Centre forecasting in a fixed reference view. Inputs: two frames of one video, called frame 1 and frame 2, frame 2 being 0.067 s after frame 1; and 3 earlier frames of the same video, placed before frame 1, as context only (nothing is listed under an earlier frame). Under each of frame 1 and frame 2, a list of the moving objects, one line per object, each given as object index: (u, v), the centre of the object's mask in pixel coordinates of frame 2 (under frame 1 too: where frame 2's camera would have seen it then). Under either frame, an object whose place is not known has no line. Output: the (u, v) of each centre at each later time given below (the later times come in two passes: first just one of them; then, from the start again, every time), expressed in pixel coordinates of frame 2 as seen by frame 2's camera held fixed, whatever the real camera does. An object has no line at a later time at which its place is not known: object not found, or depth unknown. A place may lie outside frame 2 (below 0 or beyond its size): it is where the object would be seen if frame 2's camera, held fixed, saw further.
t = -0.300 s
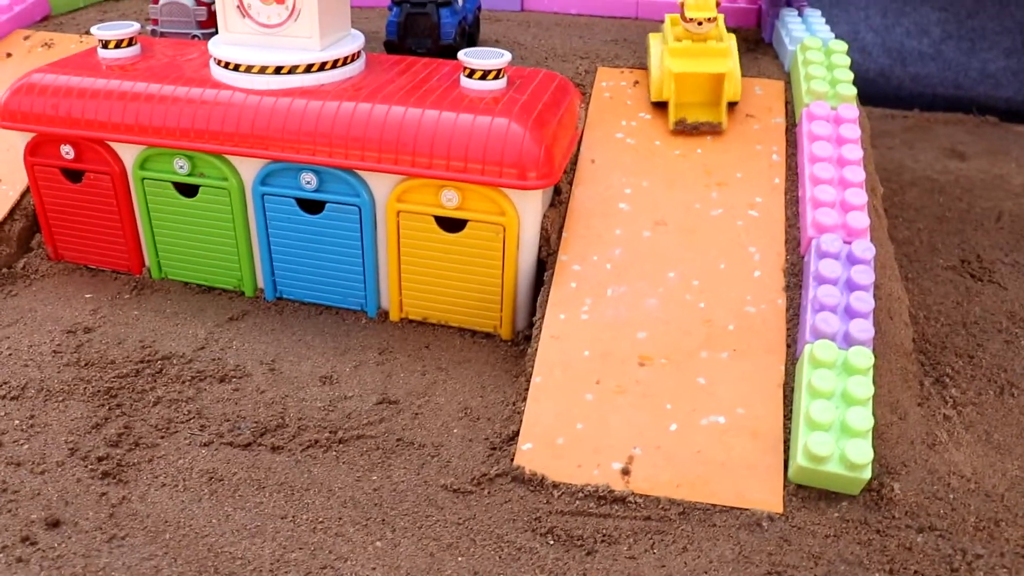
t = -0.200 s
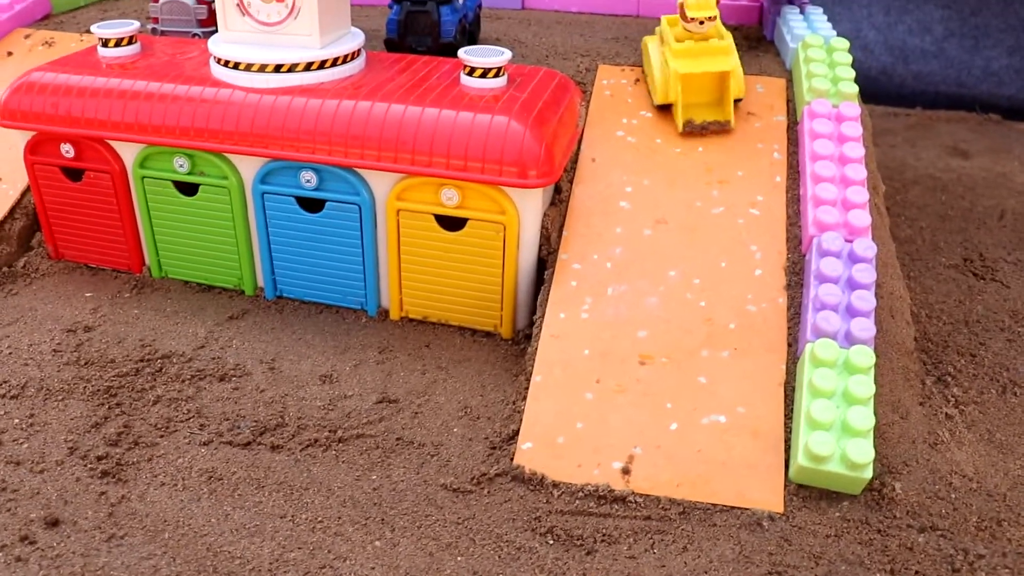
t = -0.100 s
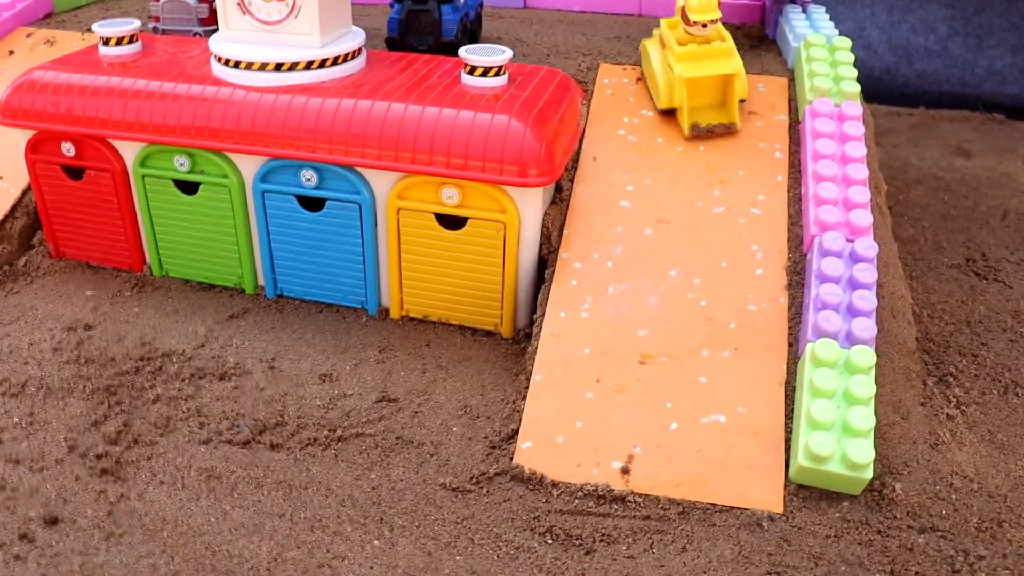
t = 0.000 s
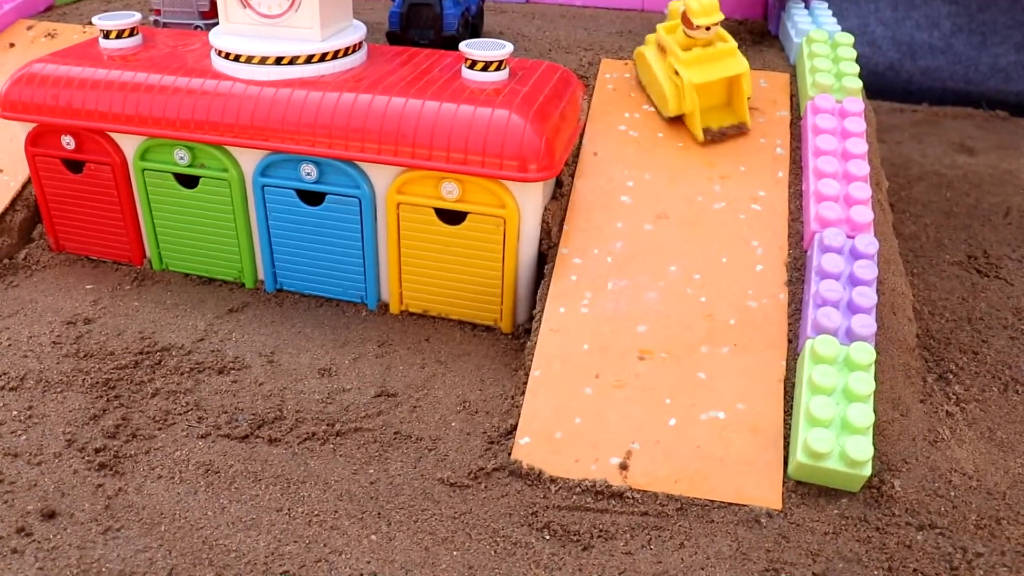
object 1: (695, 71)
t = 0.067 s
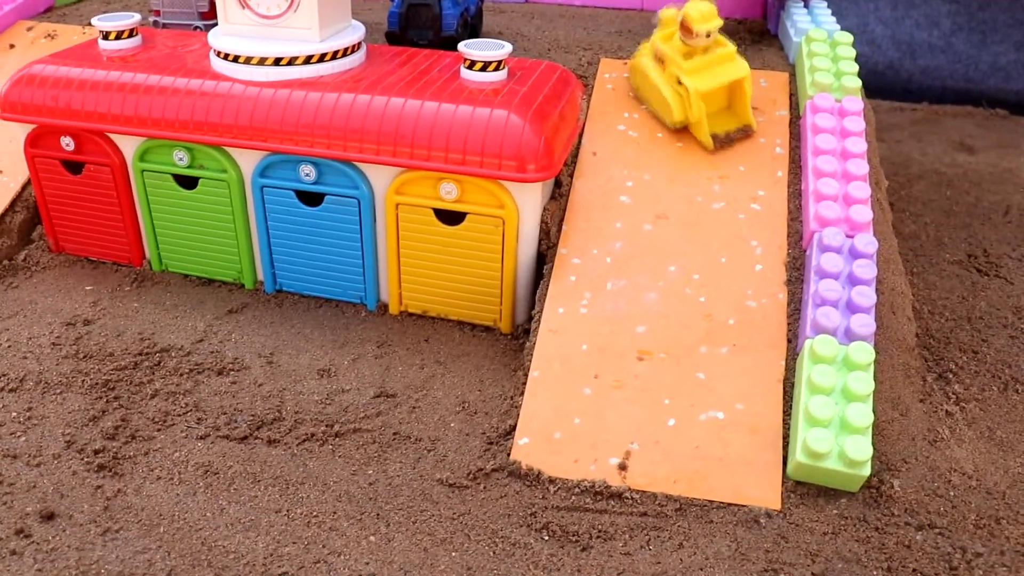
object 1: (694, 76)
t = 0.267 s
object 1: (690, 106)
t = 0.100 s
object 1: (694, 79)
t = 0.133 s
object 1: (694, 81)
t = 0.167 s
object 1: (693, 86)
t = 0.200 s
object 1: (692, 92)
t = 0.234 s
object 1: (691, 99)
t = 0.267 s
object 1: (690, 106)
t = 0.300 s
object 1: (688, 112)
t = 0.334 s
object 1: (688, 118)
